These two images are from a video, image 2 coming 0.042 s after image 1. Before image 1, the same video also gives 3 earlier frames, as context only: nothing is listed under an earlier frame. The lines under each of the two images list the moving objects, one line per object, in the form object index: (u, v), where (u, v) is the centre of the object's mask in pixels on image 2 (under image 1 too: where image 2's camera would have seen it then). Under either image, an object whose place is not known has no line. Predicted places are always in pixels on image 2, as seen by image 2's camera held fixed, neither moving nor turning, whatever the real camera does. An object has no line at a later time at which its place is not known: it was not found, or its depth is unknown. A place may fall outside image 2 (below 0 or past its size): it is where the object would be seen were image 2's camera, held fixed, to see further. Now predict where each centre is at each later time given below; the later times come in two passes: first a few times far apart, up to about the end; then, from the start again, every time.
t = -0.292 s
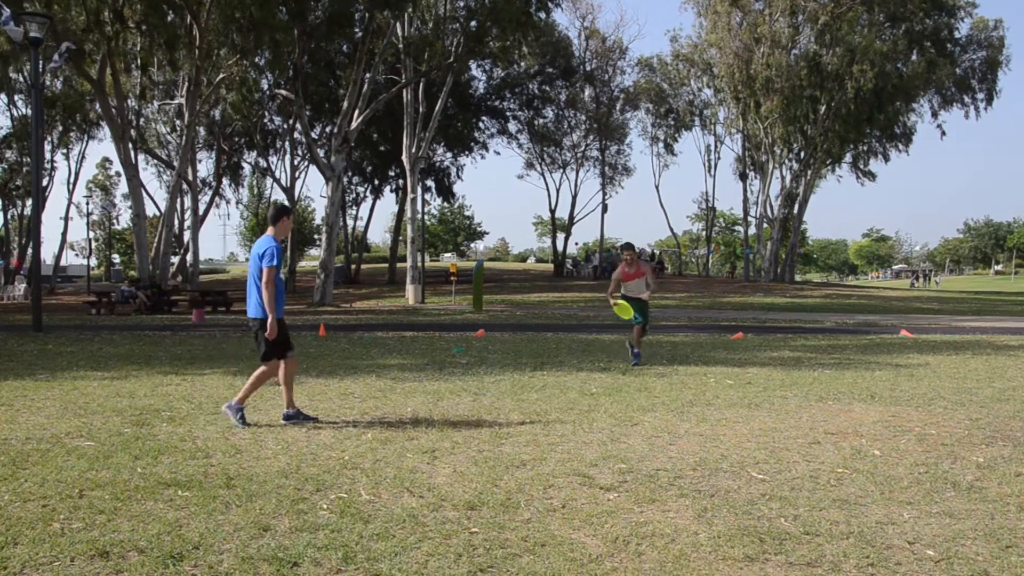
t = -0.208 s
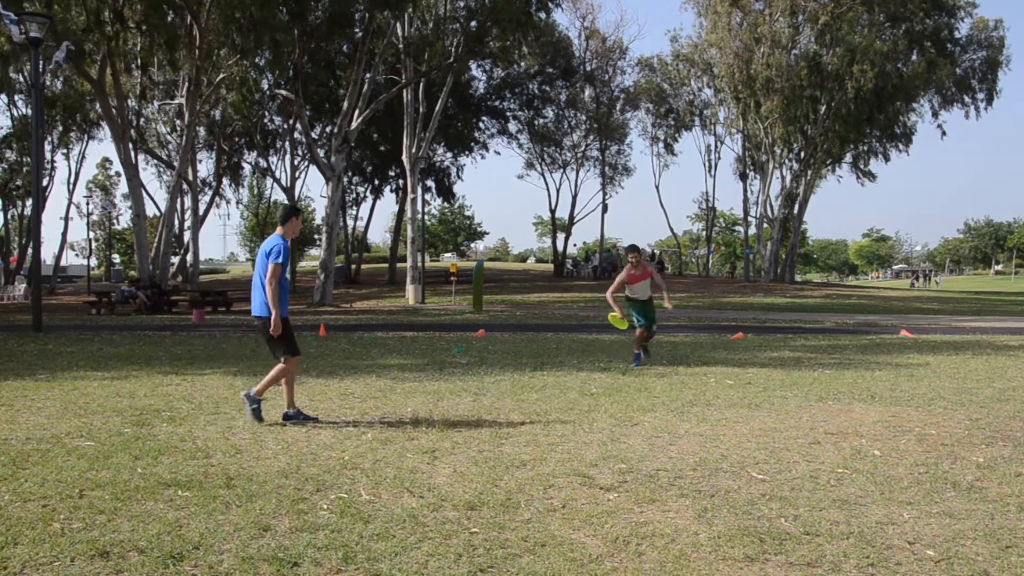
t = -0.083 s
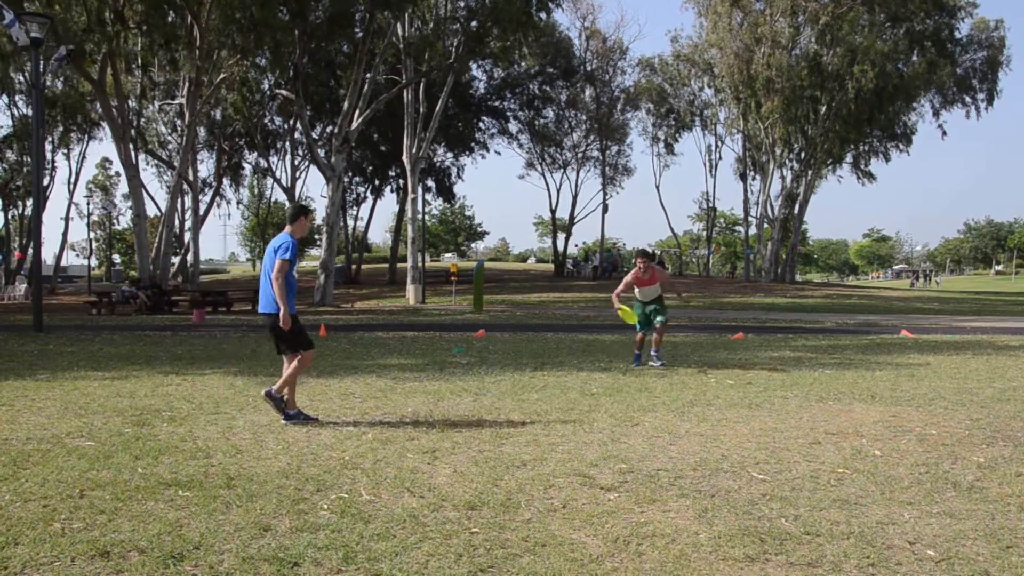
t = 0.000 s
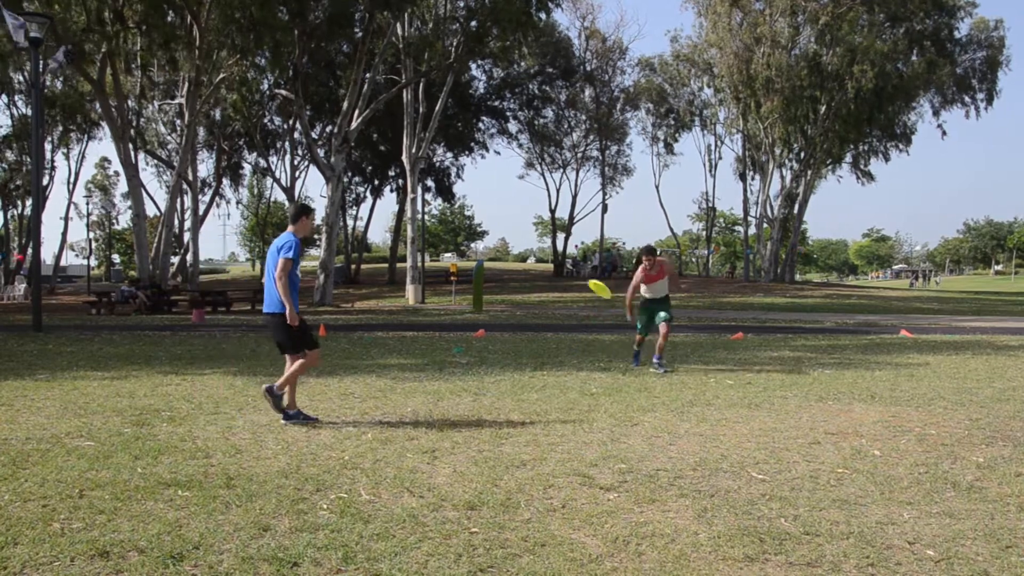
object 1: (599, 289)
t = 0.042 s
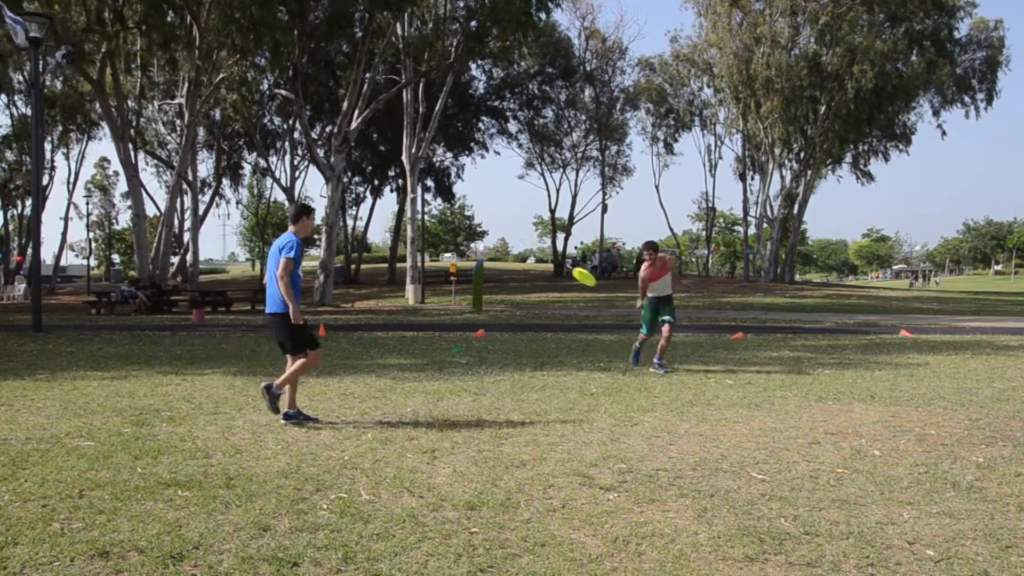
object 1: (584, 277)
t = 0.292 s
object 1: (500, 223)
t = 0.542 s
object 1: (434, 195)
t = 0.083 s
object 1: (569, 266)
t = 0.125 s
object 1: (555, 256)
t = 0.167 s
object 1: (540, 246)
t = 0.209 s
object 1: (526, 238)
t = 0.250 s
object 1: (513, 230)
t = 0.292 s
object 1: (500, 223)
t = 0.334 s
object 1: (488, 216)
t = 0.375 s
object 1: (476, 210)
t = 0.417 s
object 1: (464, 205)
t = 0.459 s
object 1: (453, 201)
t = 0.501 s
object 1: (444, 197)
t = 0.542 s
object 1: (434, 195)
